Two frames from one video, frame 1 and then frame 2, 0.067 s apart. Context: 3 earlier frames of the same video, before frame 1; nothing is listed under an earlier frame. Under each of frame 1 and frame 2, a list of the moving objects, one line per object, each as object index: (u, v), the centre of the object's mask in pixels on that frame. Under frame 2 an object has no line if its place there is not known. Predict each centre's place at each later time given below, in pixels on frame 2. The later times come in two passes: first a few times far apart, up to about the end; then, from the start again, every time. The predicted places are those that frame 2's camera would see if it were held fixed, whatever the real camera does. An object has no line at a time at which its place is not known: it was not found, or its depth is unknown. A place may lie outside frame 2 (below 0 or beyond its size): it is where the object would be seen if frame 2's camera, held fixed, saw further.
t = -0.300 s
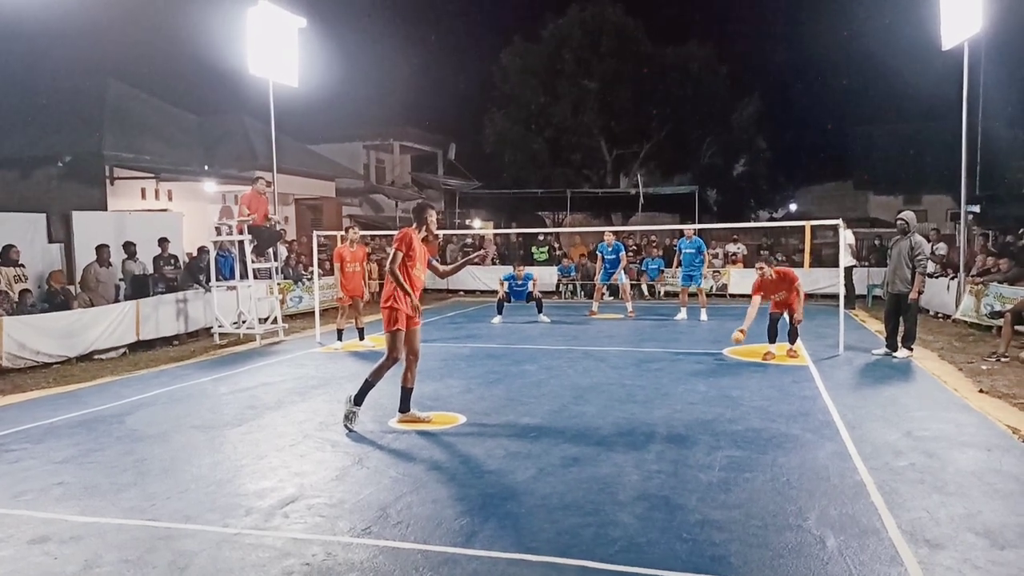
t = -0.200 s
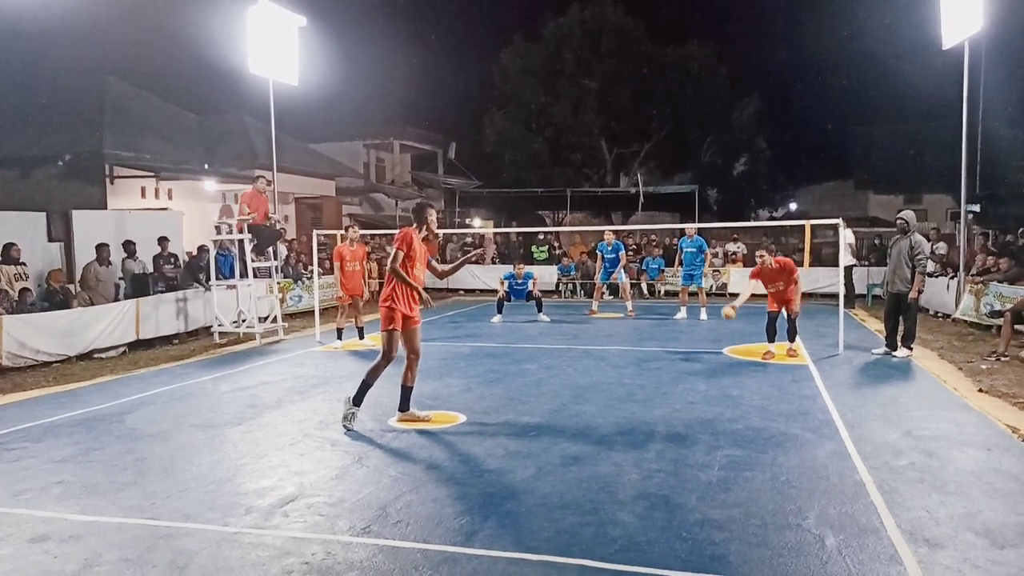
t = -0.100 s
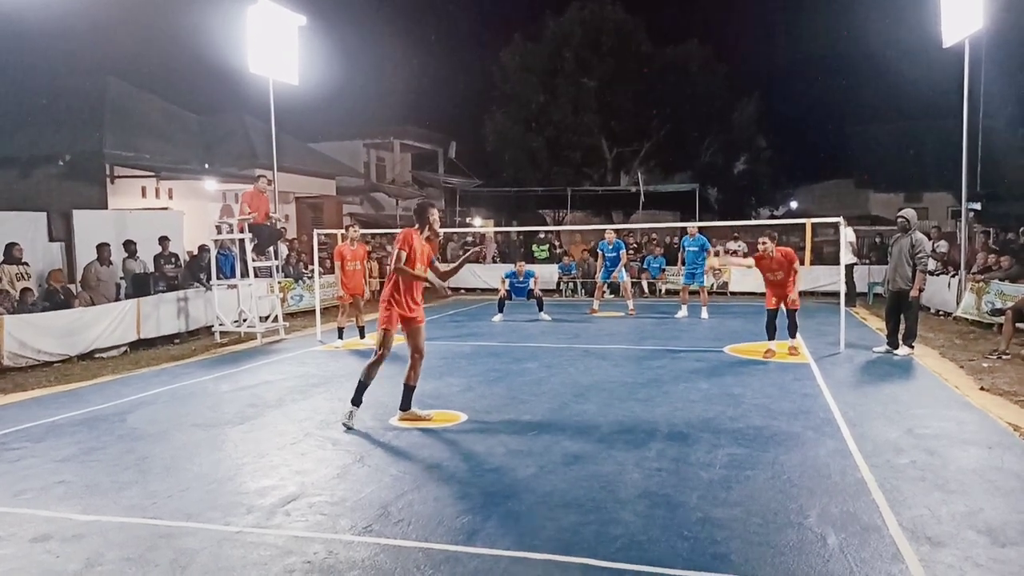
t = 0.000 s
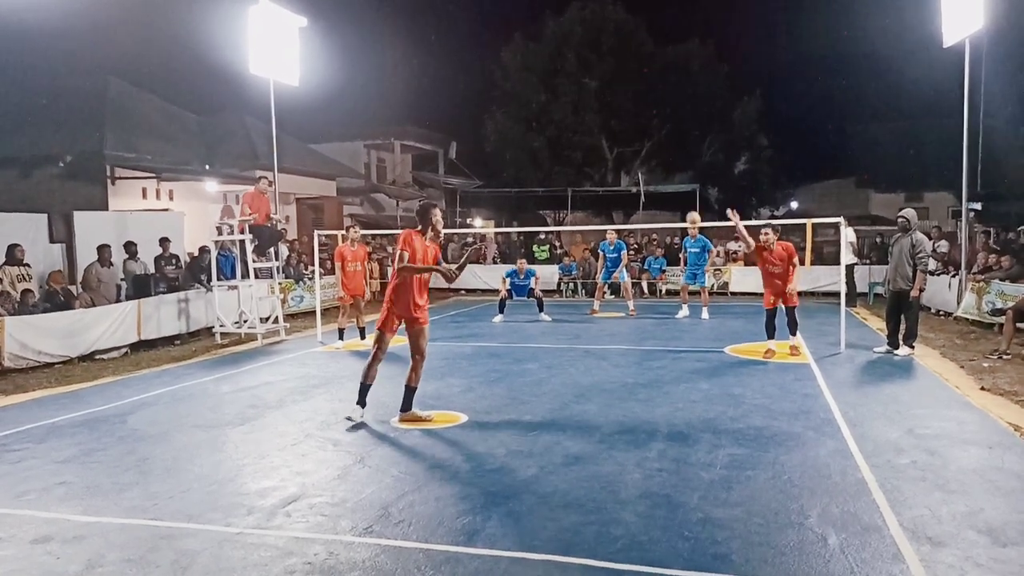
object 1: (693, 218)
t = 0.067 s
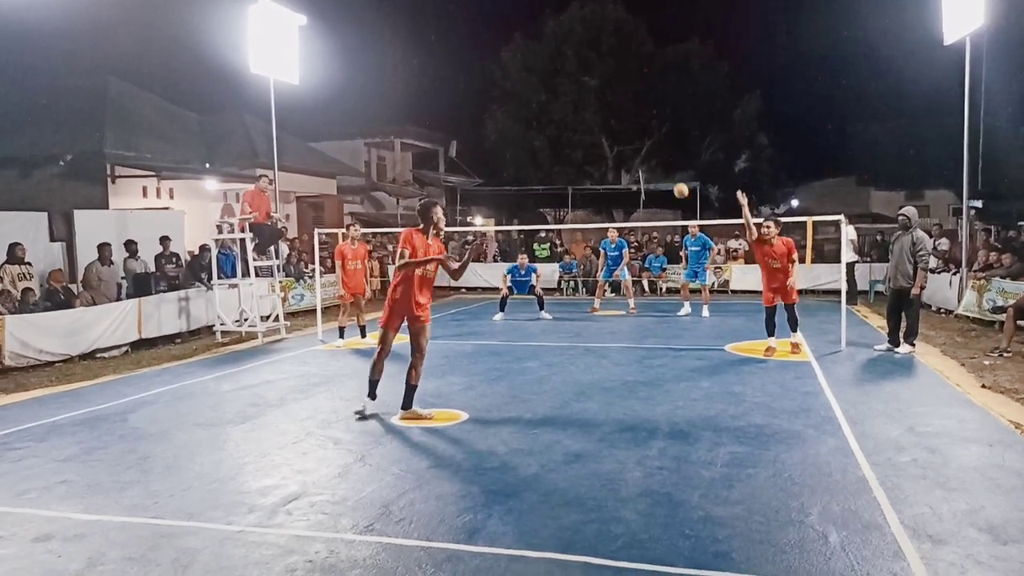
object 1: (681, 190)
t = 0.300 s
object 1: (632, 127)
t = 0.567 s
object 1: (570, 119)
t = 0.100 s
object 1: (674, 178)
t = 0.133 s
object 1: (667, 167)
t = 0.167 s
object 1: (660, 158)
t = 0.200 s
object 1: (653, 148)
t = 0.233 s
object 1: (646, 140)
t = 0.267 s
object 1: (639, 133)
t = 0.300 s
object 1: (632, 127)
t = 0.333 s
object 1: (624, 122)
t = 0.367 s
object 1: (617, 118)
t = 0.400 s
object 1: (609, 115)
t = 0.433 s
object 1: (601, 113)
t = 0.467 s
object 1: (594, 113)
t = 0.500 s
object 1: (586, 114)
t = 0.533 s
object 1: (578, 116)
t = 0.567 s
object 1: (570, 119)
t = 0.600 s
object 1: (561, 124)
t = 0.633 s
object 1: (552, 130)
